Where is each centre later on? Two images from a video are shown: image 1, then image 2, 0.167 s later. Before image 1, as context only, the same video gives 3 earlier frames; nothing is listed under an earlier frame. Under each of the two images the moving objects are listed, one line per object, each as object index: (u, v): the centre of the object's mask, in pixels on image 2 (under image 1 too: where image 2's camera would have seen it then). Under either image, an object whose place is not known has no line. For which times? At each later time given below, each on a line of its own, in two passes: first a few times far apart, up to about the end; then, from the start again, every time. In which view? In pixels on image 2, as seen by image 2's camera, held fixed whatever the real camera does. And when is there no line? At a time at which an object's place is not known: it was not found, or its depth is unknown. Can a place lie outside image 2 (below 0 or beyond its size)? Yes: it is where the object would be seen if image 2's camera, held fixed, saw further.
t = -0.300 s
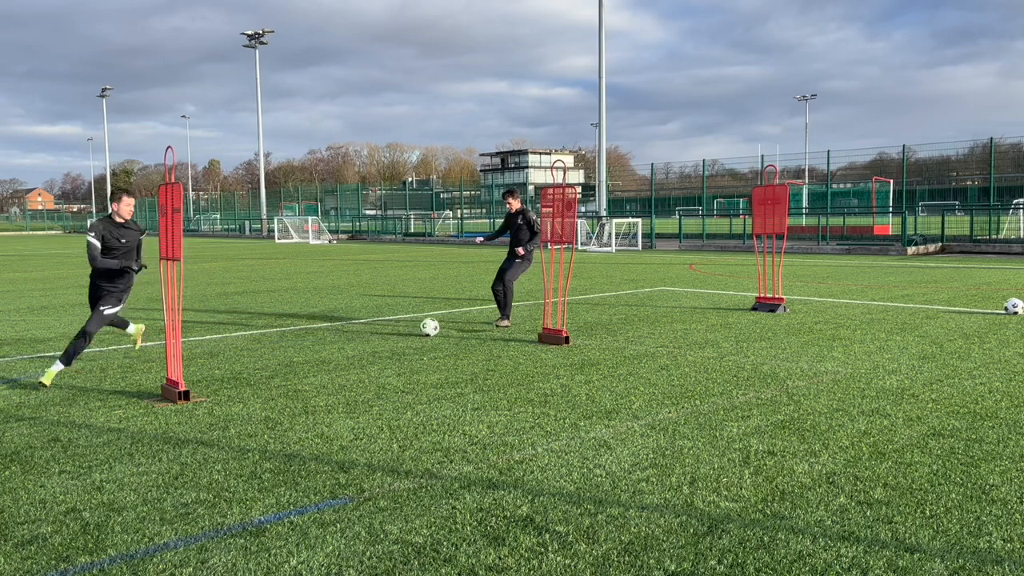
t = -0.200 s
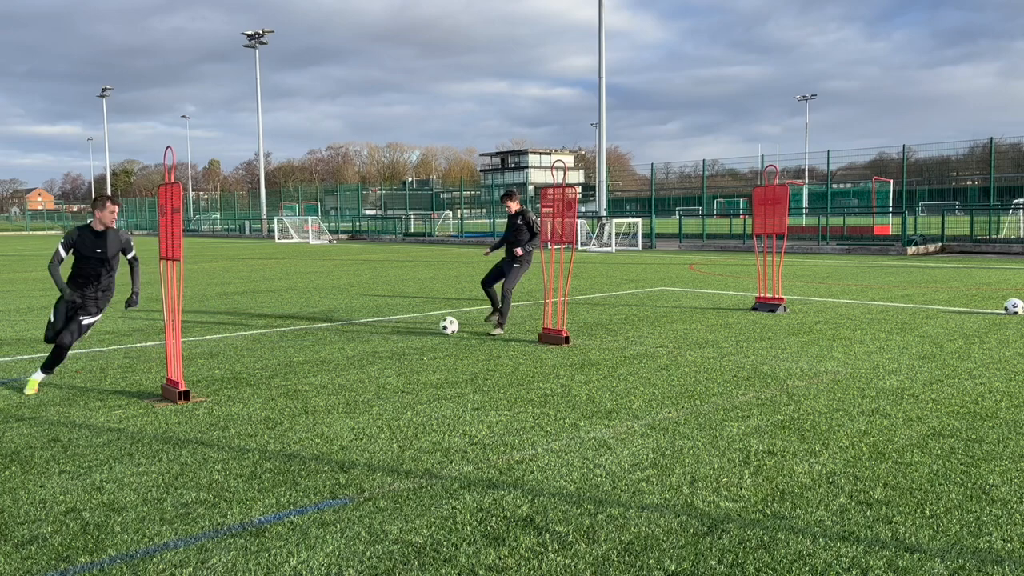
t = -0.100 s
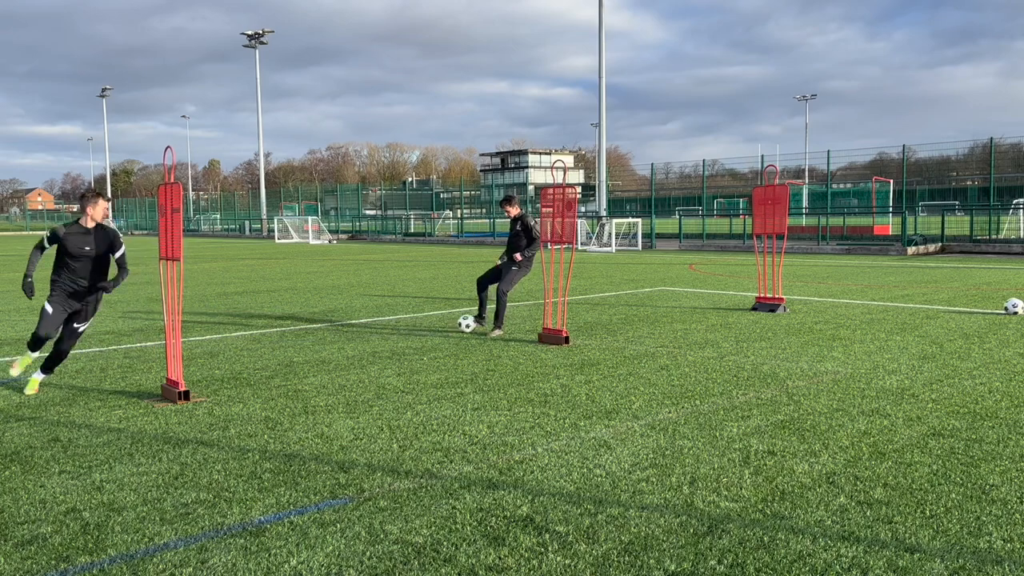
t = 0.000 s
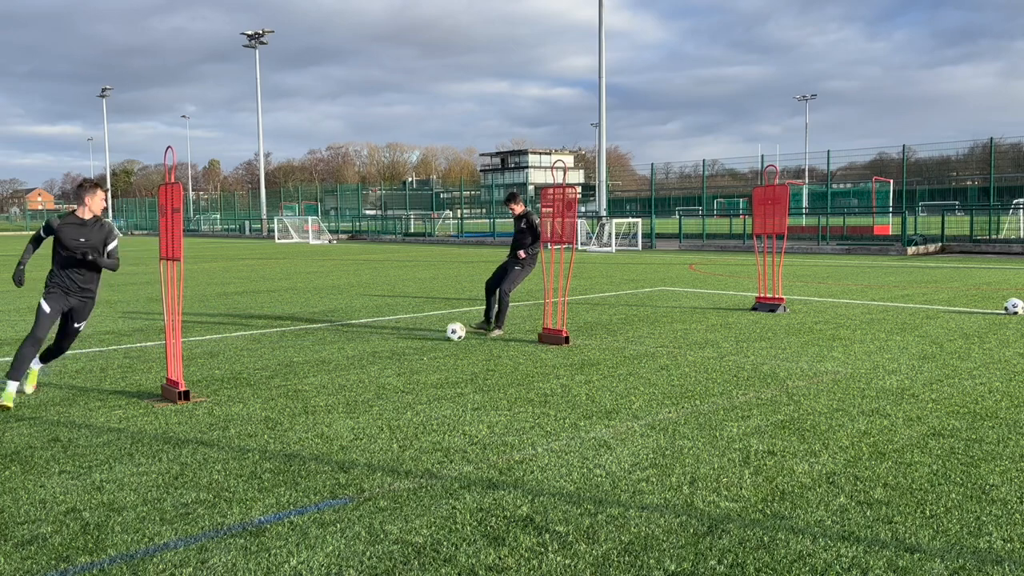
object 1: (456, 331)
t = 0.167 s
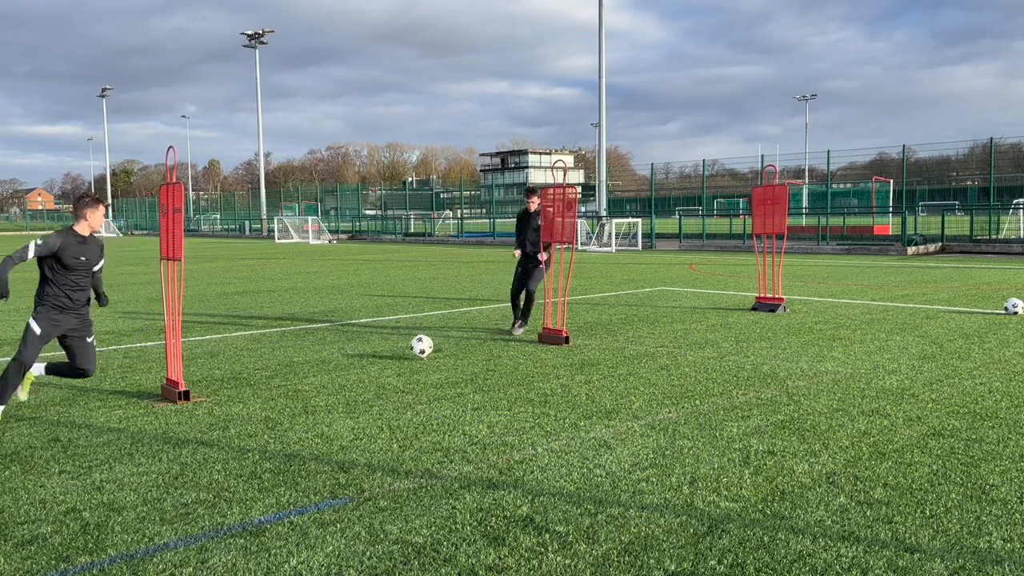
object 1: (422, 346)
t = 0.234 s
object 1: (407, 354)
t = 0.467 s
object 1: (356, 387)
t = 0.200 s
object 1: (414, 349)
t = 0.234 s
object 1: (407, 354)
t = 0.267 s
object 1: (398, 361)
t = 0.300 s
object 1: (391, 366)
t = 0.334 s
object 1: (384, 367)
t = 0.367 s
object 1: (378, 370)
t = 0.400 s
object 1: (371, 374)
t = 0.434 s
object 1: (363, 379)
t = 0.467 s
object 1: (356, 387)
